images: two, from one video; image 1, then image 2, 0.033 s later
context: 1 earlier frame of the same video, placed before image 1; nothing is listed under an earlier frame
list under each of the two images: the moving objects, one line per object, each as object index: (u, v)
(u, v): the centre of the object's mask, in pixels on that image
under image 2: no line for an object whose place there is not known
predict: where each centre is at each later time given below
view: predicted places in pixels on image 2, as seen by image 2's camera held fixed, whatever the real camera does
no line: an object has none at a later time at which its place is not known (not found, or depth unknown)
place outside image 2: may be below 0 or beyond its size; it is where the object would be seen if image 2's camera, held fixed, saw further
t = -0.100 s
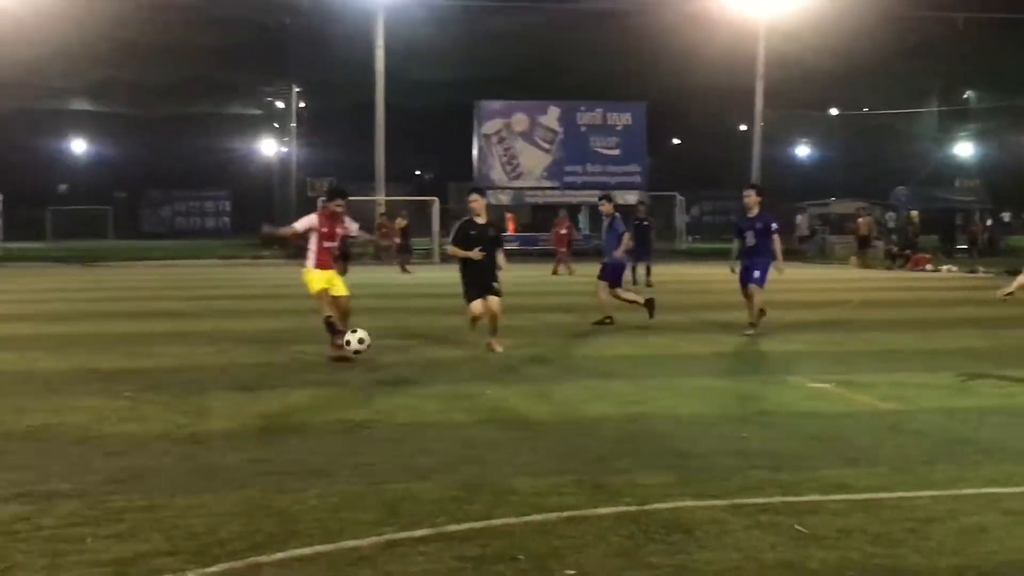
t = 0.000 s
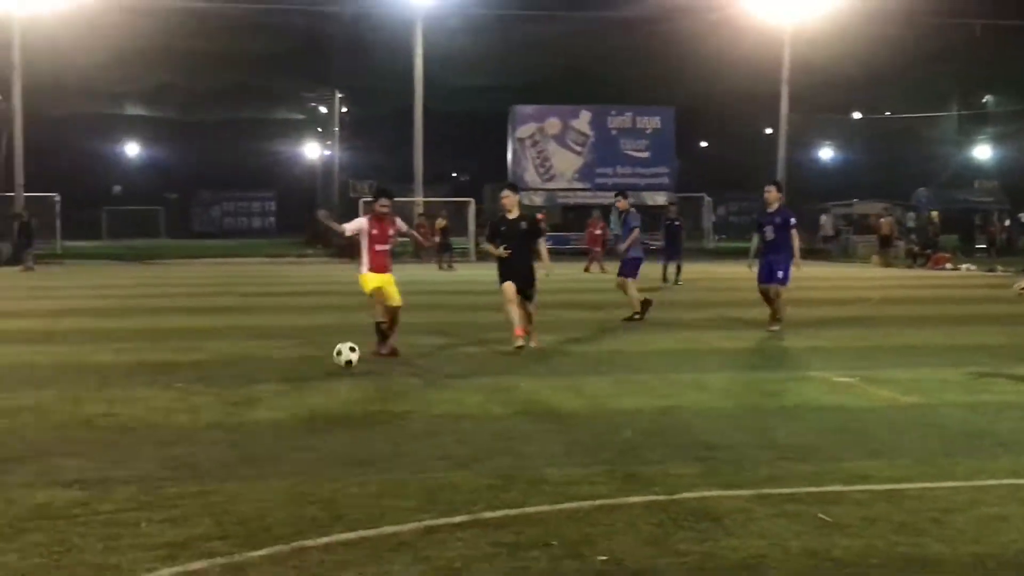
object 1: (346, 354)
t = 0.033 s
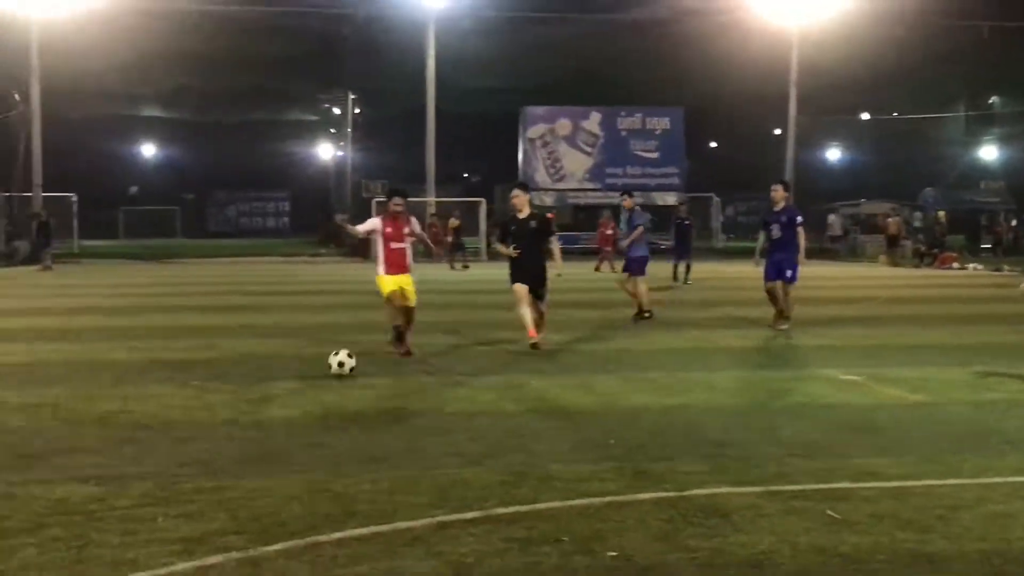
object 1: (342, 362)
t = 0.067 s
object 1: (328, 363)
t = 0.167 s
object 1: (290, 359)
